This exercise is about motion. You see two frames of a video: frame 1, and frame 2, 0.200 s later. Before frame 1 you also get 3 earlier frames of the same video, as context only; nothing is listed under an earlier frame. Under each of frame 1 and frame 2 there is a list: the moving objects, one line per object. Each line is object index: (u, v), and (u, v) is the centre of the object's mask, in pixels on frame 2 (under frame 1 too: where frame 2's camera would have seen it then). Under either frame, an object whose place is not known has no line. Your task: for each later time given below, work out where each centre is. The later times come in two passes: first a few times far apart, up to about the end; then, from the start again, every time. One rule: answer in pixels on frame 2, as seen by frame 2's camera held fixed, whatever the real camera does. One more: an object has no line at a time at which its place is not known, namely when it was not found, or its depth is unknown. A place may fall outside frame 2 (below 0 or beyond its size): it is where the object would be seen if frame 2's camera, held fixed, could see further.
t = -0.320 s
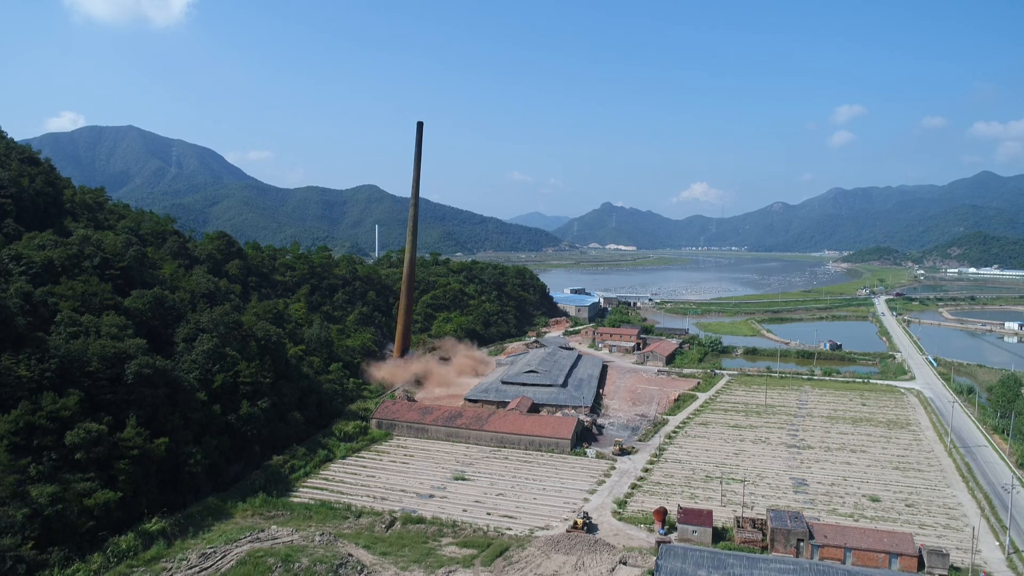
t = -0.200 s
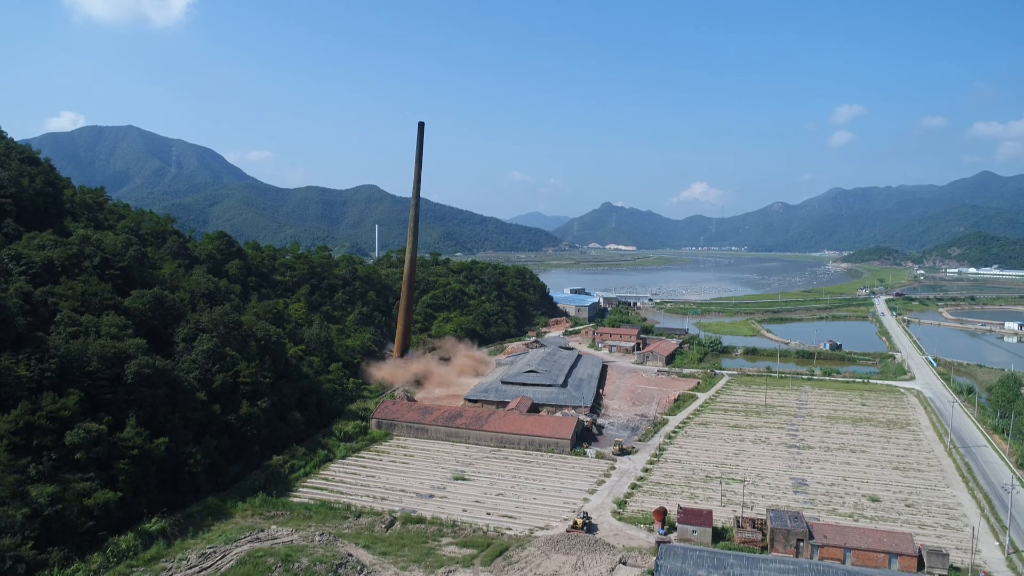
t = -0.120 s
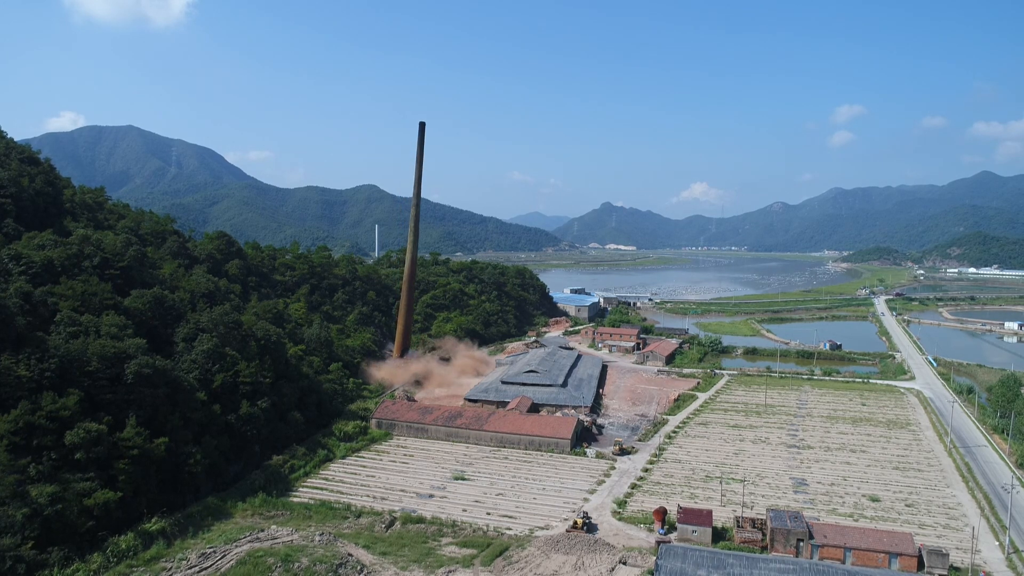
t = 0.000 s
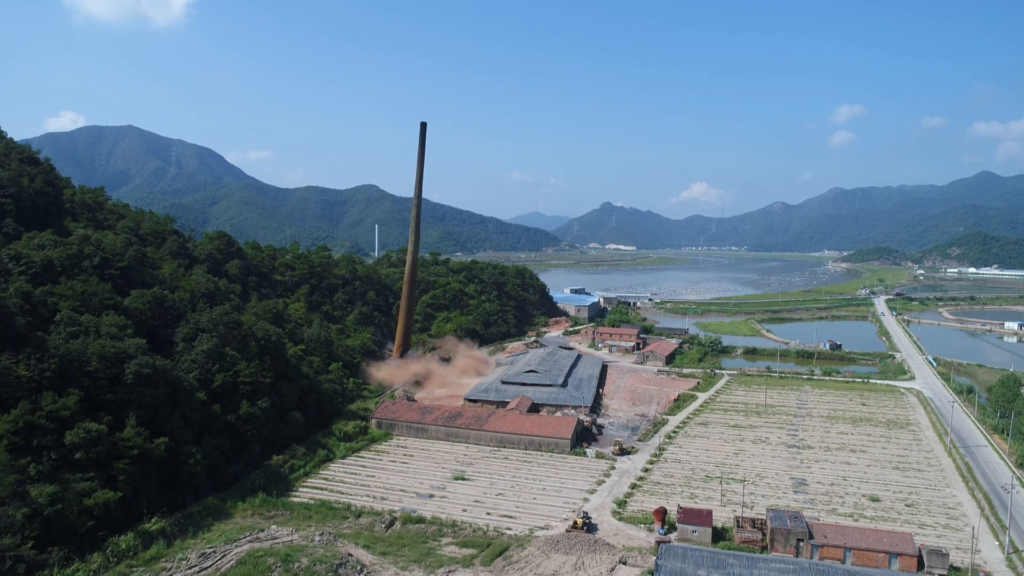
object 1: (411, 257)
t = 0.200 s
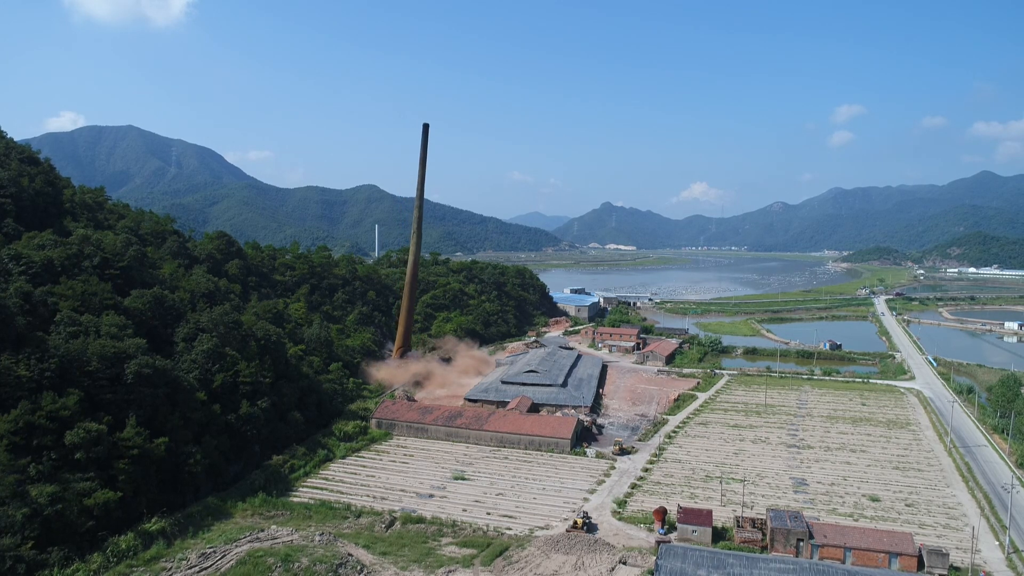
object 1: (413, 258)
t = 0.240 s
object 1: (413, 258)
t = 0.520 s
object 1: (415, 261)
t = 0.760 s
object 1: (417, 264)
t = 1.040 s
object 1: (421, 267)
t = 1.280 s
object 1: (424, 269)
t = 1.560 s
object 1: (428, 275)
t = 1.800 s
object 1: (432, 281)
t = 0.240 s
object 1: (413, 258)
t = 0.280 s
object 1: (413, 259)
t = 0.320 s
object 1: (414, 260)
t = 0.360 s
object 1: (414, 260)
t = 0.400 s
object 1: (414, 260)
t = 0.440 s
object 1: (415, 261)
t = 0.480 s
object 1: (415, 261)
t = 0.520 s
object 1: (415, 261)
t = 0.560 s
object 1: (416, 260)
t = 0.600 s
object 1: (416, 260)
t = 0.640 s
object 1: (416, 261)
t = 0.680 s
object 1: (417, 263)
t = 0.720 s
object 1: (417, 264)
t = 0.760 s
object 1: (417, 264)
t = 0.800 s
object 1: (418, 265)
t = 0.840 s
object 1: (418, 266)
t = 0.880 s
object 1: (419, 267)
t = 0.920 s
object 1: (419, 267)
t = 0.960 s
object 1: (419, 267)
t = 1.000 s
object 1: (420, 267)
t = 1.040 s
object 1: (421, 267)
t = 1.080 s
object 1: (421, 268)
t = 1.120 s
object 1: (422, 267)
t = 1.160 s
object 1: (423, 267)
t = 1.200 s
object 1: (423, 268)
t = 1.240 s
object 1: (424, 267)
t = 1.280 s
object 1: (424, 269)
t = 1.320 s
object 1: (425, 269)
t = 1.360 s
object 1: (425, 269)
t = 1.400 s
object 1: (426, 271)
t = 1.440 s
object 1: (427, 271)
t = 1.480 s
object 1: (427, 273)
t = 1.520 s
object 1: (428, 274)
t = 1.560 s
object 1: (428, 275)
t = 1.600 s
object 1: (429, 276)
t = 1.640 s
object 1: (430, 277)
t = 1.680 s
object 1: (431, 277)
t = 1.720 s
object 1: (431, 278)
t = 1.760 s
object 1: (432, 280)
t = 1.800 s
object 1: (432, 281)
